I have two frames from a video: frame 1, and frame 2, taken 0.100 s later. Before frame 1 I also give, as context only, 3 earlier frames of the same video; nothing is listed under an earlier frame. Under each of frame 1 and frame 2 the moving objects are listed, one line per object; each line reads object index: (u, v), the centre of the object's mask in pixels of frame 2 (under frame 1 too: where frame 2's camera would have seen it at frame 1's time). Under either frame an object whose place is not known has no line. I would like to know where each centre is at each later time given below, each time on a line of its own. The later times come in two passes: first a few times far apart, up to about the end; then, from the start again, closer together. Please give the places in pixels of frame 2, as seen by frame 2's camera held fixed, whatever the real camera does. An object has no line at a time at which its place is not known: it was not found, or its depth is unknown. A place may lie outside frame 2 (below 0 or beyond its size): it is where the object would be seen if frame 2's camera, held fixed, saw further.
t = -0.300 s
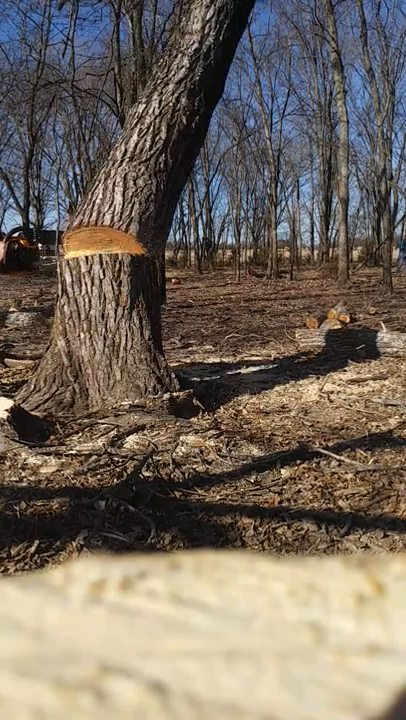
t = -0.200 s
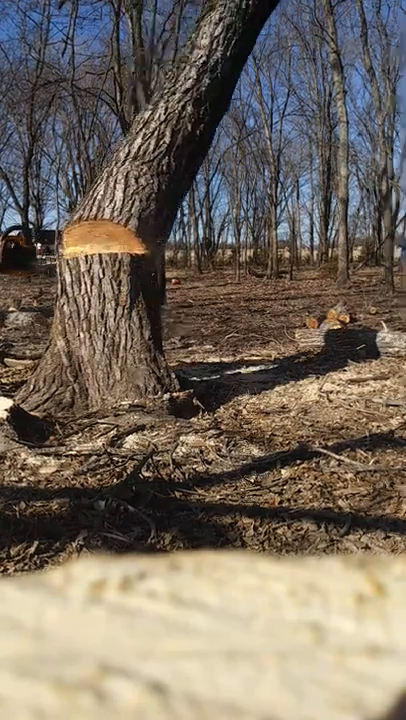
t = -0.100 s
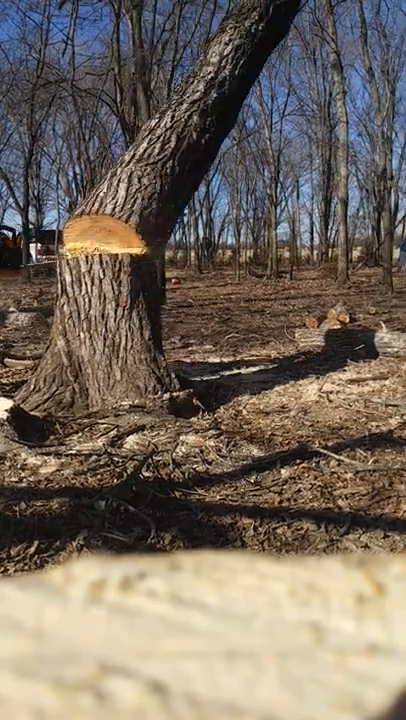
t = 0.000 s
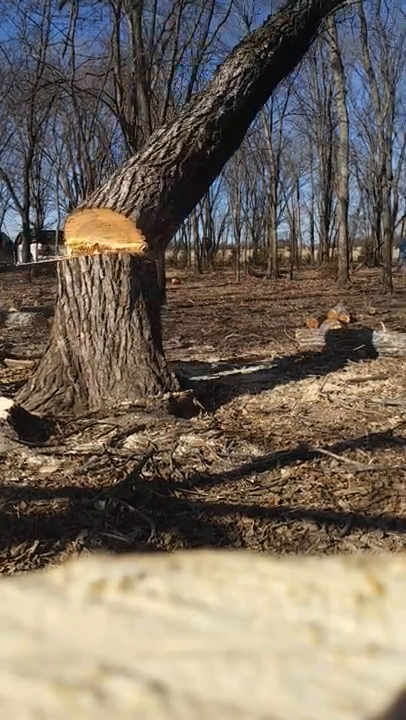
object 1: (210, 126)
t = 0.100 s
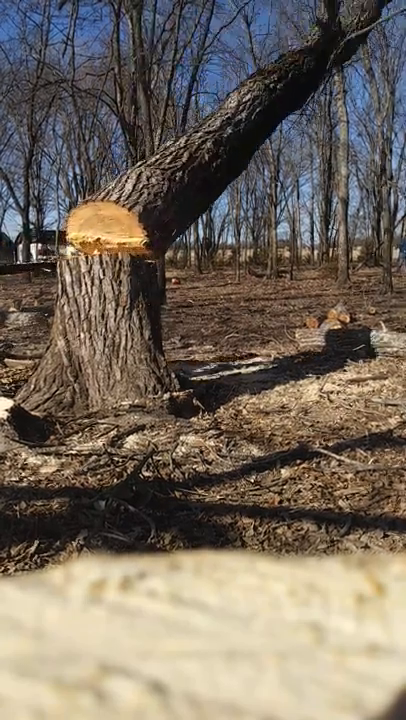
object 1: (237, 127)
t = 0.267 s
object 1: (254, 181)
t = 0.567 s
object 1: (264, 328)
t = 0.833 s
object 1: (272, 310)
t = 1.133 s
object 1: (271, 319)
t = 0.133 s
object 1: (243, 134)
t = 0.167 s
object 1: (244, 146)
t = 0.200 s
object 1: (250, 155)
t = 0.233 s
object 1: (249, 169)
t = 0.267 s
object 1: (254, 181)
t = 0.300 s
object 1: (253, 196)
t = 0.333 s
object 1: (258, 210)
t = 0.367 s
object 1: (261, 225)
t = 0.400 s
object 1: (263, 241)
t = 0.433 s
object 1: (267, 257)
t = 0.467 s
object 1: (260, 275)
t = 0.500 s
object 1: (277, 291)
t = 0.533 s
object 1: (265, 313)
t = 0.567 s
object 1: (264, 328)
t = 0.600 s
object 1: (263, 327)
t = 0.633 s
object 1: (269, 322)
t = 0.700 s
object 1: (265, 318)
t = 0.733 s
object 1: (267, 316)
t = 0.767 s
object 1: (269, 315)
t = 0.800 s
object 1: (269, 313)
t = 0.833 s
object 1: (272, 310)
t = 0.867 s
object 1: (272, 310)
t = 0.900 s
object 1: (273, 311)
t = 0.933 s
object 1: (274, 313)
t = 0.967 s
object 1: (273, 313)
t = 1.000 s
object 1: (273, 312)
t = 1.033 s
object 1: (273, 314)
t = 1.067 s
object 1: (273, 316)
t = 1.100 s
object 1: (273, 316)
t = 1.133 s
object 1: (271, 319)
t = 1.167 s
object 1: (272, 321)
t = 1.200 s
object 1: (271, 323)
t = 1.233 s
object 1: (271, 325)
